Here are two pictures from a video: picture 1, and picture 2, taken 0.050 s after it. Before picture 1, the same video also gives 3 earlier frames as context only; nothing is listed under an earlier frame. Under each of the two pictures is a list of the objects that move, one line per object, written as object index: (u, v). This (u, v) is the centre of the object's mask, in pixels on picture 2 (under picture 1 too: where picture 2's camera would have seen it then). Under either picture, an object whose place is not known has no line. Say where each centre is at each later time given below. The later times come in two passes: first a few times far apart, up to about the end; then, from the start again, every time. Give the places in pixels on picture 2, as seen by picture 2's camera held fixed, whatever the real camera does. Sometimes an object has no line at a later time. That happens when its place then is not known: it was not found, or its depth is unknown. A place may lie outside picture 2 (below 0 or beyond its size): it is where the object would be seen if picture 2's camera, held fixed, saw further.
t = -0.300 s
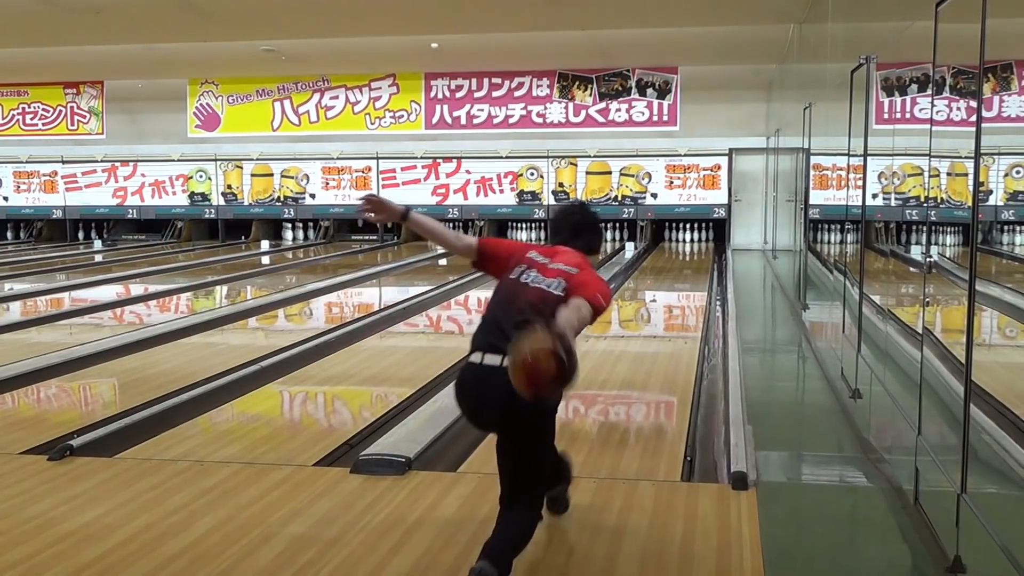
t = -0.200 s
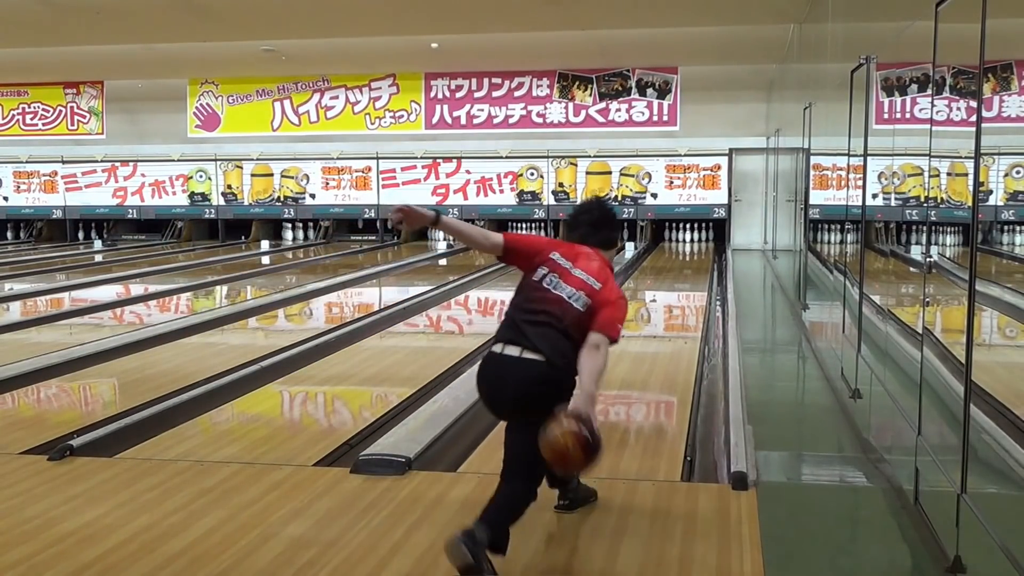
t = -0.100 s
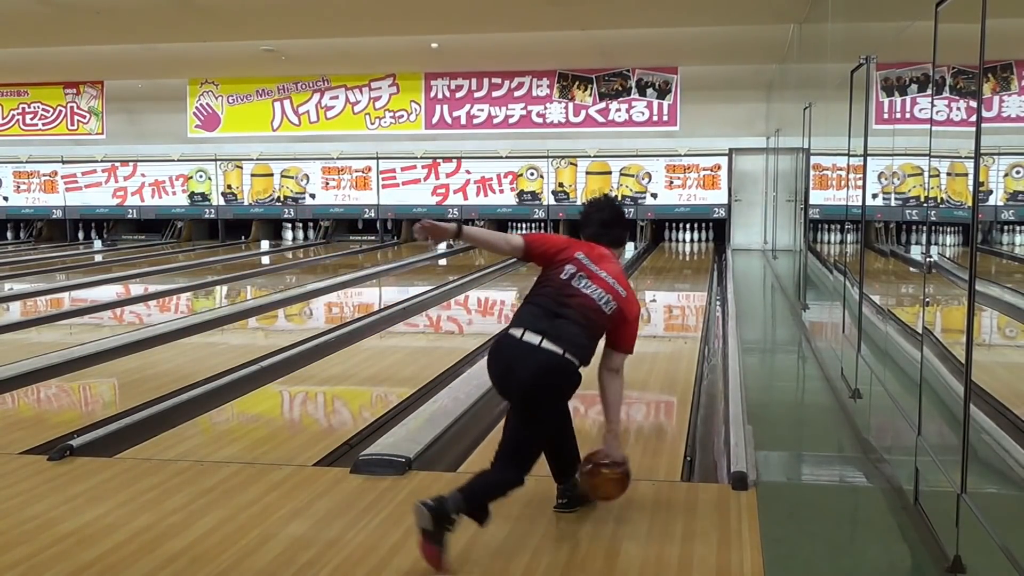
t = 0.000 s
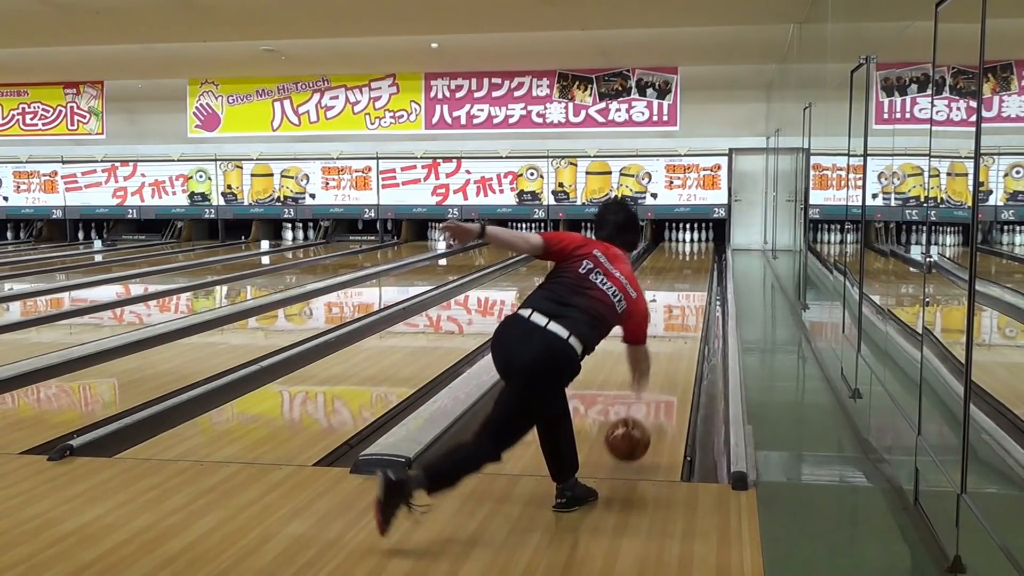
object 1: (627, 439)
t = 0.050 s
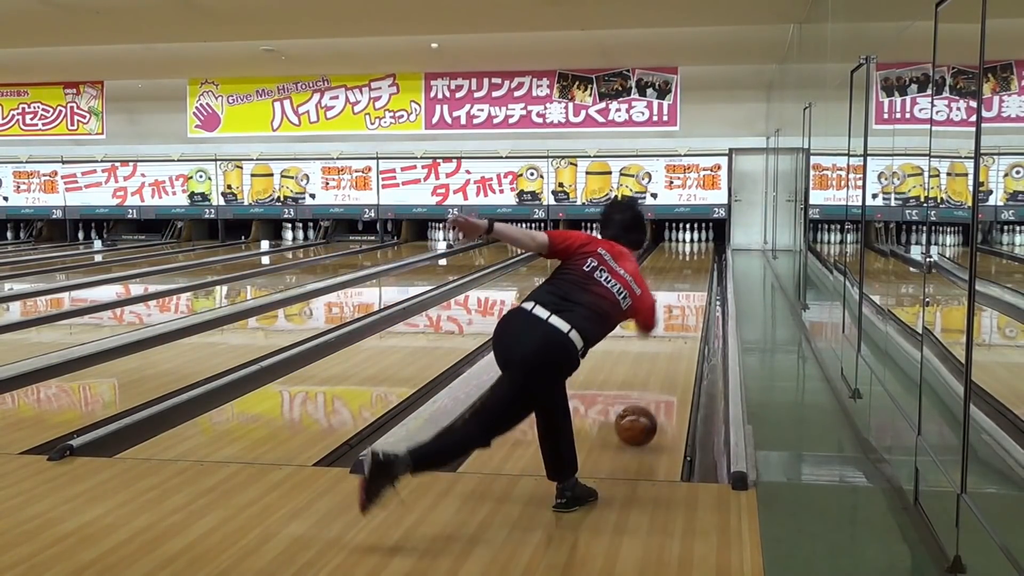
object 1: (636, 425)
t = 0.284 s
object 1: (663, 370)
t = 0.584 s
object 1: (684, 325)
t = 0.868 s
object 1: (694, 298)
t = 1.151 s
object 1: (700, 280)
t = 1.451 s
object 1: (704, 267)
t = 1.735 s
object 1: (704, 256)
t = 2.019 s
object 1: (702, 249)
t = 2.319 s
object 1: (696, 242)
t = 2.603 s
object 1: (690, 238)
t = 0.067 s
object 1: (639, 422)
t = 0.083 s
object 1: (641, 420)
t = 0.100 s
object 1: (643, 415)
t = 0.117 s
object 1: (645, 410)
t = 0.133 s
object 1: (648, 405)
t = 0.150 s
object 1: (650, 401)
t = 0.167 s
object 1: (652, 397)
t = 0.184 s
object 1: (654, 393)
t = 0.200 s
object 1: (655, 388)
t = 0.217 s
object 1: (657, 385)
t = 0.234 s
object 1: (659, 381)
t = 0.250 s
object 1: (661, 377)
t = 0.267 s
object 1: (662, 374)
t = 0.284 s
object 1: (663, 370)
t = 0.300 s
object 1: (665, 367)
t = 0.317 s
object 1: (667, 364)
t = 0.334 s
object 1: (668, 361)
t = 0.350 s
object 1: (669, 358)
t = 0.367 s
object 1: (670, 355)
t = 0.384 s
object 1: (672, 352)
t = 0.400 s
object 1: (673, 349)
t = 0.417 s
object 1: (674, 347)
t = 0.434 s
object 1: (675, 345)
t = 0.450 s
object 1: (676, 342)
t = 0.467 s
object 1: (677, 340)
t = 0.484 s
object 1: (678, 337)
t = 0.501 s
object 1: (679, 335)
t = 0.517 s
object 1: (680, 333)
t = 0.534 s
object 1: (681, 331)
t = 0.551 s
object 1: (682, 329)
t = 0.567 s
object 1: (683, 327)
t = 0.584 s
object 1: (684, 325)
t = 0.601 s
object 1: (684, 323)
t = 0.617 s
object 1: (685, 321)
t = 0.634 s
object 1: (686, 319)
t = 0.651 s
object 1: (687, 317)
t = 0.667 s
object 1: (687, 316)
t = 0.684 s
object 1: (688, 314)
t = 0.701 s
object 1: (689, 312)
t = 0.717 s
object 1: (689, 311)
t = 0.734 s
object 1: (690, 309)
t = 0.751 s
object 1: (691, 308)
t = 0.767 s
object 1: (691, 306)
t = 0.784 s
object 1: (692, 305)
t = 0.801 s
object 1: (692, 303)
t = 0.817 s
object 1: (693, 302)
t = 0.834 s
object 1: (693, 301)
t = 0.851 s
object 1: (694, 299)
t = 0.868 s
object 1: (694, 298)
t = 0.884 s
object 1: (695, 297)
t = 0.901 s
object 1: (695, 296)
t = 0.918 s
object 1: (695, 294)
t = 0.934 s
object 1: (696, 293)
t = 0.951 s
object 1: (696, 292)
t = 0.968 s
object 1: (697, 291)
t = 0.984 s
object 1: (697, 290)
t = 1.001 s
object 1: (697, 289)
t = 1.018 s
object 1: (698, 288)
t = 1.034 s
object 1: (698, 287)
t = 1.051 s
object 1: (699, 286)
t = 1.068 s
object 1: (699, 285)
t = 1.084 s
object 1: (699, 284)
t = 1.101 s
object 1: (700, 283)
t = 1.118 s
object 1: (700, 282)
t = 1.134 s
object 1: (700, 281)
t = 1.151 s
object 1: (700, 280)
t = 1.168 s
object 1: (701, 280)
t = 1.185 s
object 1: (701, 279)
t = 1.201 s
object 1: (701, 278)
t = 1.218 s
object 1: (701, 277)
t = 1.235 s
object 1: (701, 276)
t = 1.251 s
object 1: (701, 276)
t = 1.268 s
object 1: (701, 275)
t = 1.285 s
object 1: (702, 274)
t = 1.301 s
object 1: (702, 273)
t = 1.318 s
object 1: (702, 272)
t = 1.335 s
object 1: (703, 271)
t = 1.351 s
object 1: (702, 270)
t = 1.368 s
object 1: (703, 270)
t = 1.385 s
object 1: (703, 269)
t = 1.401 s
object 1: (703, 268)
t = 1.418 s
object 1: (703, 268)
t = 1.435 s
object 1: (703, 268)
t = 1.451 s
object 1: (704, 267)
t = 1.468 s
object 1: (704, 266)
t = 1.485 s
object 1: (704, 265)
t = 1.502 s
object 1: (704, 265)
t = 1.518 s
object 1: (704, 264)
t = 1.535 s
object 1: (704, 264)
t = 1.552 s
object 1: (704, 263)
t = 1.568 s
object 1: (704, 262)
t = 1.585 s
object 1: (704, 261)
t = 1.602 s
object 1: (704, 261)
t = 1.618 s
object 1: (704, 260)
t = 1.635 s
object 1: (705, 260)
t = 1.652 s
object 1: (705, 259)
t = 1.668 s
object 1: (705, 258)
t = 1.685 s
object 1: (705, 258)
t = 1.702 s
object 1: (705, 257)
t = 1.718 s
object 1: (704, 257)
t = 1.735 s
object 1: (704, 256)
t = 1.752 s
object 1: (704, 256)
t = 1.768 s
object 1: (704, 255)
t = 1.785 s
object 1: (704, 255)
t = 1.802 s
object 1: (704, 254)
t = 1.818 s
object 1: (704, 254)
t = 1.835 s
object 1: (704, 254)
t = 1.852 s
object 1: (704, 253)
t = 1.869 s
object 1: (704, 253)
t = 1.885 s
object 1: (704, 252)
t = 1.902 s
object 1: (703, 252)
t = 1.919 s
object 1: (703, 251)
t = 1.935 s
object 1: (703, 251)
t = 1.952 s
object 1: (703, 250)
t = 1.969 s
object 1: (703, 250)
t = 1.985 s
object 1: (702, 249)
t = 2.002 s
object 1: (702, 249)
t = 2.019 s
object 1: (702, 249)
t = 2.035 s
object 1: (702, 249)
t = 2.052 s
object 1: (702, 248)
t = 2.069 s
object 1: (701, 248)
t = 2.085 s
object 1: (701, 247)
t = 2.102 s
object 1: (700, 247)
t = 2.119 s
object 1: (700, 247)
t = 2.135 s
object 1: (700, 246)
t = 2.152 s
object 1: (700, 246)
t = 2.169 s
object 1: (699, 246)
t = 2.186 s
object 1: (699, 245)
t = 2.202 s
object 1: (698, 245)
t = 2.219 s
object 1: (698, 245)
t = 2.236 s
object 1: (697, 244)
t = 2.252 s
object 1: (697, 244)
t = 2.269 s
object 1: (697, 243)
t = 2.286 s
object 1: (697, 243)
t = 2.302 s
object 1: (696, 243)
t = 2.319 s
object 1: (696, 242)
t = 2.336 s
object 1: (696, 242)
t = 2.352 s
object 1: (696, 242)
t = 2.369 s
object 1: (695, 241)
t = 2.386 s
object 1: (695, 241)
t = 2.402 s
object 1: (695, 241)
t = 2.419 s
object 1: (695, 241)
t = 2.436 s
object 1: (694, 240)
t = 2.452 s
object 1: (694, 240)
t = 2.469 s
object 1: (693, 240)
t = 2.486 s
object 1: (693, 240)
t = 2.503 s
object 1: (692, 239)
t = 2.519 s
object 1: (692, 239)
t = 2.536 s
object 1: (692, 239)
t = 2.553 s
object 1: (691, 239)
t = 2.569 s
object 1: (691, 238)
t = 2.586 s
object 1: (690, 238)
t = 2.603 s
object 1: (690, 238)
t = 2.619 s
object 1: (690, 238)
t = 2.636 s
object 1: (691, 237)
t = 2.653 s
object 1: (691, 237)
